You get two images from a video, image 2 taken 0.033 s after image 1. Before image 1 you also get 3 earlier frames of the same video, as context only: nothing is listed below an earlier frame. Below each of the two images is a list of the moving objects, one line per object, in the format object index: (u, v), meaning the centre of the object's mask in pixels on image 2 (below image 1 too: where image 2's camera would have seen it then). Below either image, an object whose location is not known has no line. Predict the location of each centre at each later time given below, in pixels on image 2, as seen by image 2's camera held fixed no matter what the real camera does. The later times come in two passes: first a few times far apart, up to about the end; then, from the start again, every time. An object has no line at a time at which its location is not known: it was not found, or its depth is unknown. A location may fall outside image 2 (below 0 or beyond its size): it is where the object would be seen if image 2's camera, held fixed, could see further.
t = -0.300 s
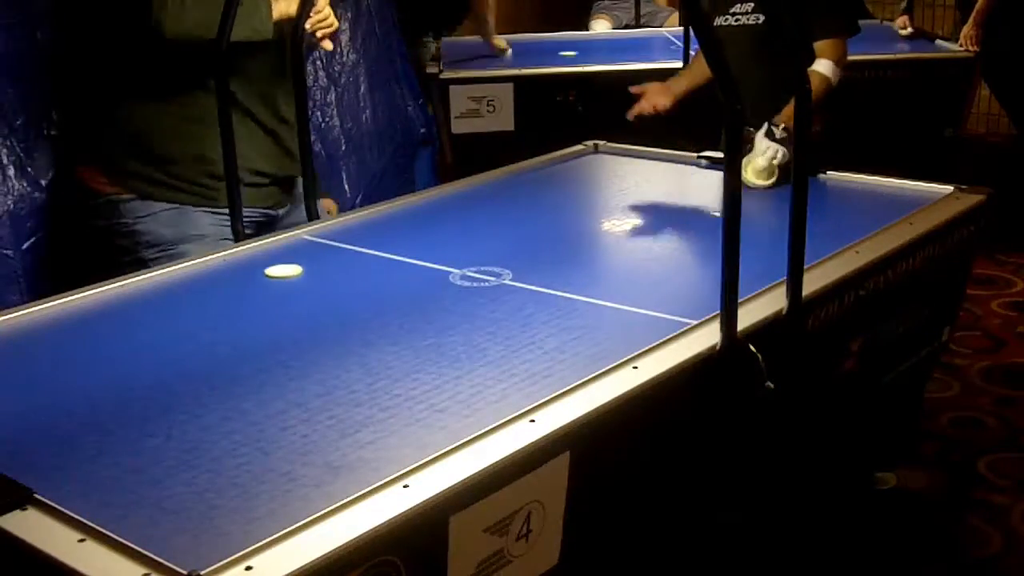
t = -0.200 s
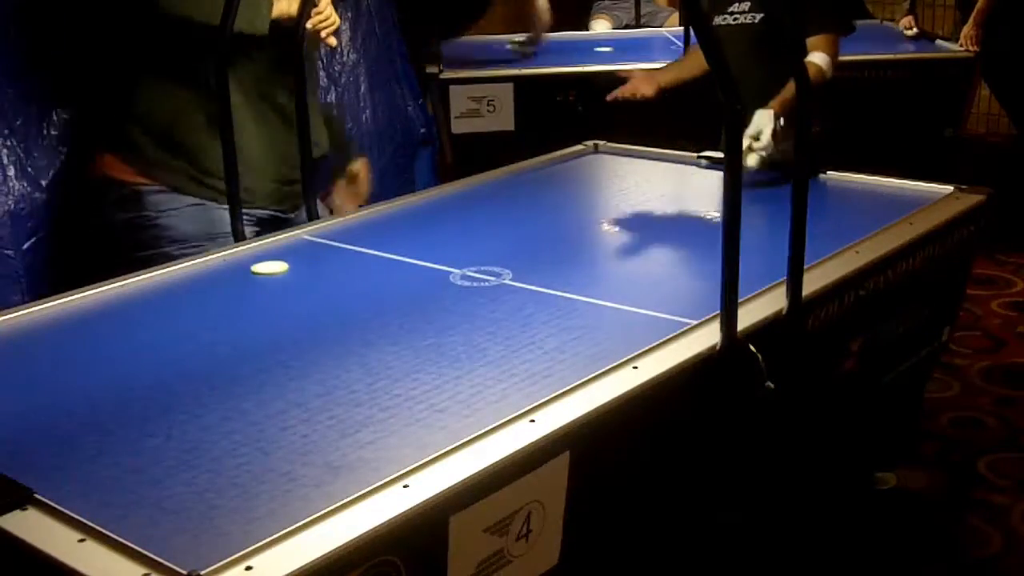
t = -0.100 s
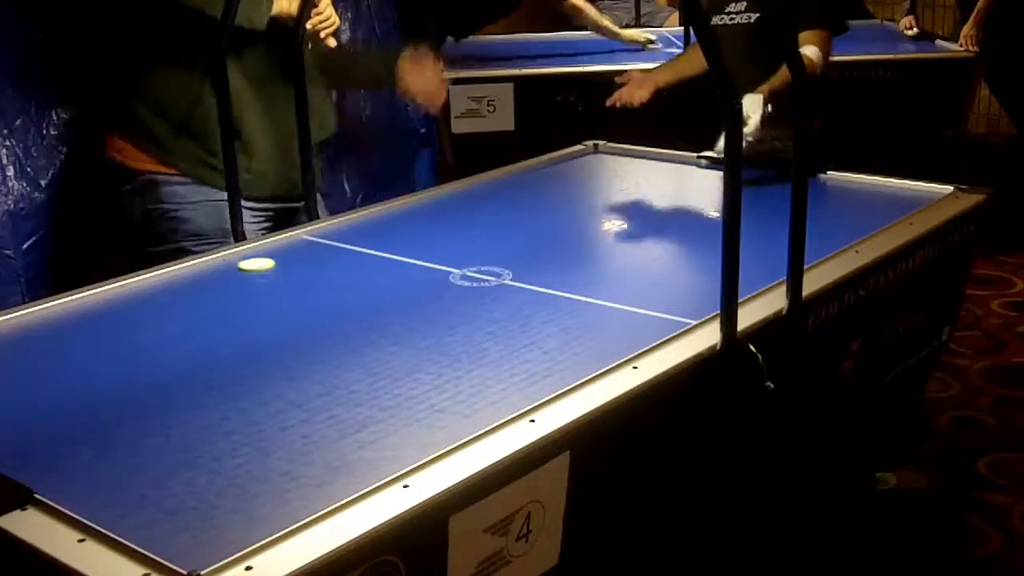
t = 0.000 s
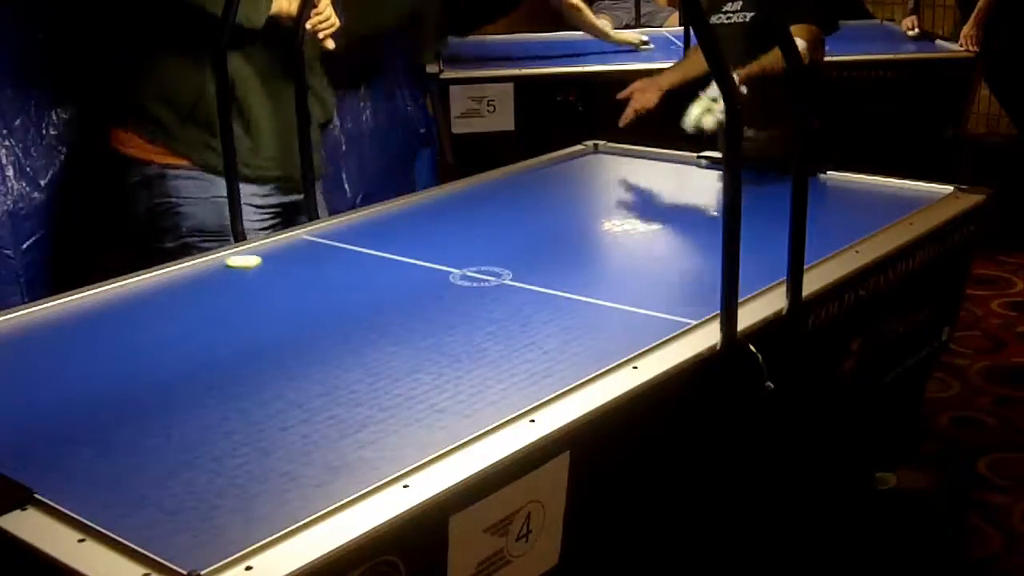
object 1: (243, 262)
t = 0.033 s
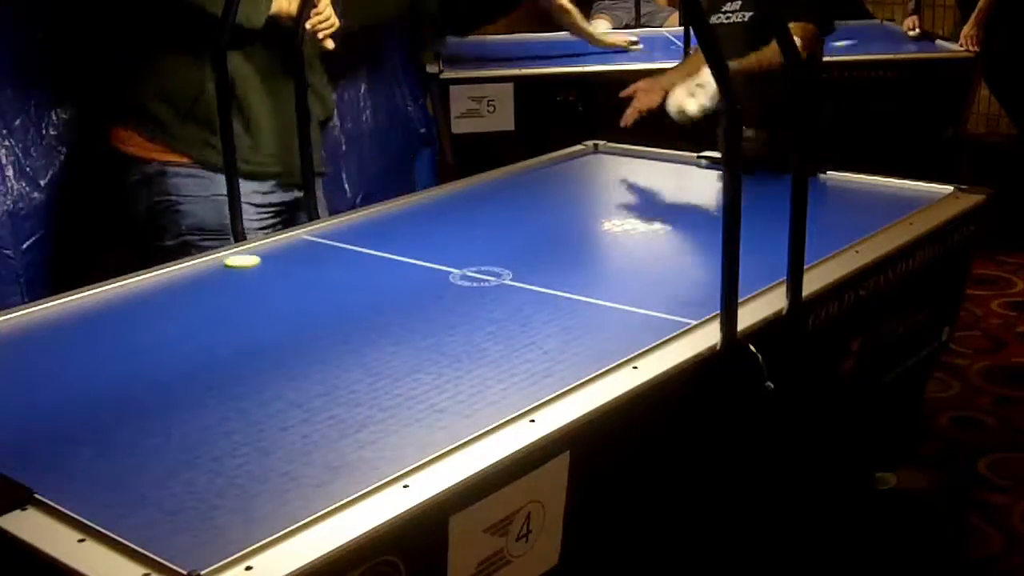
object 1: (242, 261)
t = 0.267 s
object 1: (269, 268)
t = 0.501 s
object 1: (297, 275)
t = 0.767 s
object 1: (330, 284)
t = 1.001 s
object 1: (360, 292)
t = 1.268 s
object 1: (395, 301)
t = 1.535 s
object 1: (432, 310)
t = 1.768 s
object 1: (464, 318)
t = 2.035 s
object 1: (501, 327)
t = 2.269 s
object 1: (534, 334)
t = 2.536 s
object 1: (572, 343)
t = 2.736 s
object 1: (600, 350)
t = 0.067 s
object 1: (246, 262)
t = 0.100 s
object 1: (249, 263)
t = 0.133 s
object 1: (253, 264)
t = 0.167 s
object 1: (257, 265)
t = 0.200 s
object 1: (261, 266)
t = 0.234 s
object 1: (265, 267)
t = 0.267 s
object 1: (269, 268)
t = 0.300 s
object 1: (273, 269)
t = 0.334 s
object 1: (277, 270)
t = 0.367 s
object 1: (281, 271)
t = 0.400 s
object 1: (285, 272)
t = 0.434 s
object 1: (289, 273)
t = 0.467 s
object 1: (293, 274)
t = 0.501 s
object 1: (297, 275)
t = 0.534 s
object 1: (301, 276)
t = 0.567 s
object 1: (306, 277)
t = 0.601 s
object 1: (309, 279)
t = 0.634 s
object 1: (314, 280)
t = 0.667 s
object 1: (318, 281)
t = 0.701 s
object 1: (322, 281)
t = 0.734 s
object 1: (326, 283)
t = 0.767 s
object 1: (330, 284)
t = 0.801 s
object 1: (335, 285)
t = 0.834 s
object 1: (339, 286)
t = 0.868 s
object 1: (343, 287)
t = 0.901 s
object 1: (347, 288)
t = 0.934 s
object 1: (352, 289)
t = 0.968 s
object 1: (356, 291)
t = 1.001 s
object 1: (360, 292)
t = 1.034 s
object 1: (364, 293)
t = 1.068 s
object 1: (369, 294)
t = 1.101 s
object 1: (373, 295)
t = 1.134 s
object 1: (378, 296)
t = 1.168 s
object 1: (382, 297)
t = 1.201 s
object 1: (386, 299)
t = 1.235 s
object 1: (391, 300)
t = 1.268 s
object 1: (395, 301)
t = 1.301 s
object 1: (399, 302)
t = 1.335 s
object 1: (404, 303)
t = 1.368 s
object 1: (409, 304)
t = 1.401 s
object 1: (413, 306)
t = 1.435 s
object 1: (418, 307)
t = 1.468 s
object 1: (422, 308)
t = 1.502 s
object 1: (427, 309)
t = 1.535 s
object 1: (432, 310)
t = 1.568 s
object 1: (436, 311)
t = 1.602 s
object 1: (441, 312)
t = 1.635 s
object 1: (445, 313)
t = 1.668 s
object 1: (450, 314)
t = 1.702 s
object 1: (454, 316)
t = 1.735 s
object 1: (459, 317)
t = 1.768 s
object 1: (464, 318)
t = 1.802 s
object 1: (468, 319)
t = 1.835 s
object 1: (473, 320)
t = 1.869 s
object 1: (478, 321)
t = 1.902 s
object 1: (483, 322)
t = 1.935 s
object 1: (487, 323)
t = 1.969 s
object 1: (492, 324)
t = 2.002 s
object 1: (496, 325)
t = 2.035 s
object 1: (501, 327)
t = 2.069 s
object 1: (506, 328)
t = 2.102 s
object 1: (510, 329)
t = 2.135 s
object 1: (515, 330)
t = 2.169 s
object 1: (520, 331)
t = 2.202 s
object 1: (525, 332)
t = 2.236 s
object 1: (529, 333)
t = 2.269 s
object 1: (534, 334)
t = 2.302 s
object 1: (539, 335)
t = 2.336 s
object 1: (544, 337)
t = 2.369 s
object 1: (548, 338)
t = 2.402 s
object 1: (553, 339)
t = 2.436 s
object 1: (558, 340)
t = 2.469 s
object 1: (562, 341)
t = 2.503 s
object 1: (568, 342)
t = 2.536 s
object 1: (572, 343)
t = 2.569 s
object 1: (577, 344)
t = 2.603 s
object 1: (581, 345)
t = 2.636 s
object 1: (586, 346)
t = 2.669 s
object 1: (591, 347)
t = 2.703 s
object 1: (595, 348)
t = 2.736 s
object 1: (600, 350)
